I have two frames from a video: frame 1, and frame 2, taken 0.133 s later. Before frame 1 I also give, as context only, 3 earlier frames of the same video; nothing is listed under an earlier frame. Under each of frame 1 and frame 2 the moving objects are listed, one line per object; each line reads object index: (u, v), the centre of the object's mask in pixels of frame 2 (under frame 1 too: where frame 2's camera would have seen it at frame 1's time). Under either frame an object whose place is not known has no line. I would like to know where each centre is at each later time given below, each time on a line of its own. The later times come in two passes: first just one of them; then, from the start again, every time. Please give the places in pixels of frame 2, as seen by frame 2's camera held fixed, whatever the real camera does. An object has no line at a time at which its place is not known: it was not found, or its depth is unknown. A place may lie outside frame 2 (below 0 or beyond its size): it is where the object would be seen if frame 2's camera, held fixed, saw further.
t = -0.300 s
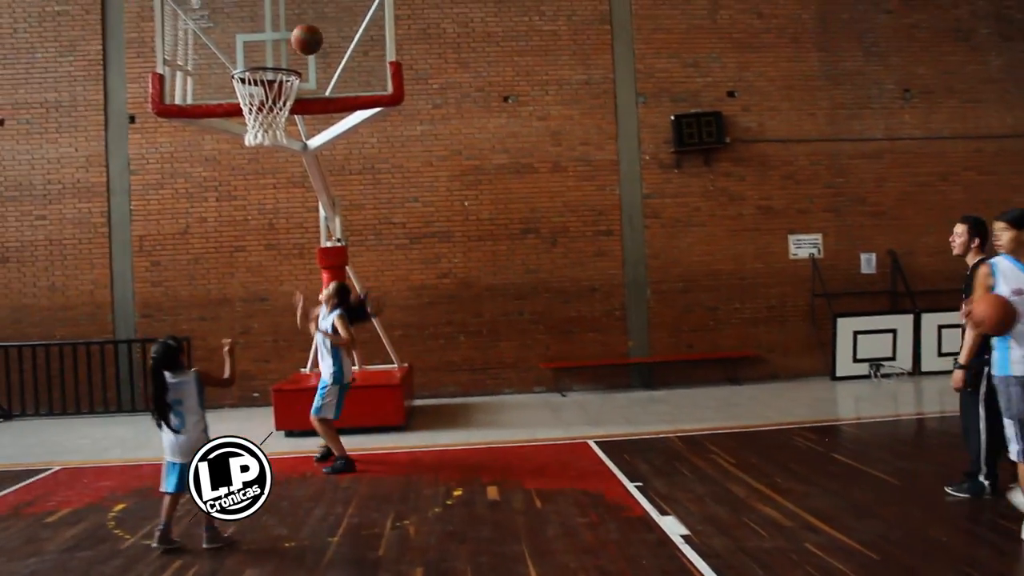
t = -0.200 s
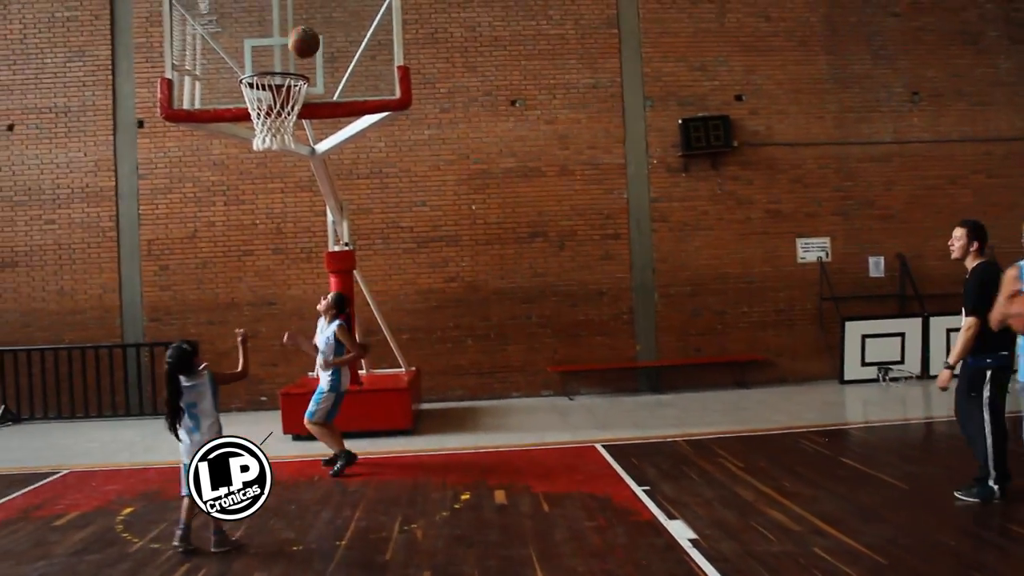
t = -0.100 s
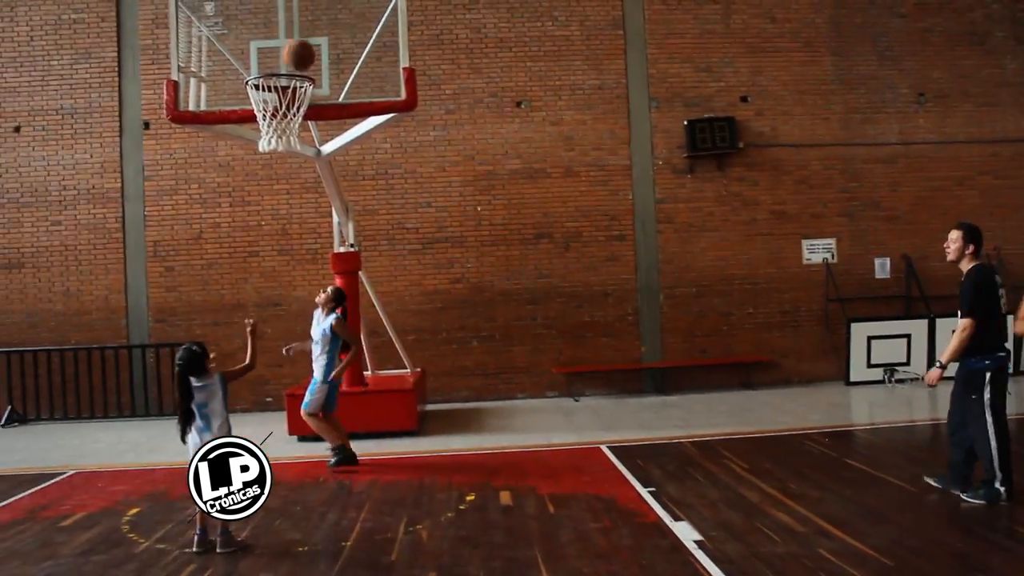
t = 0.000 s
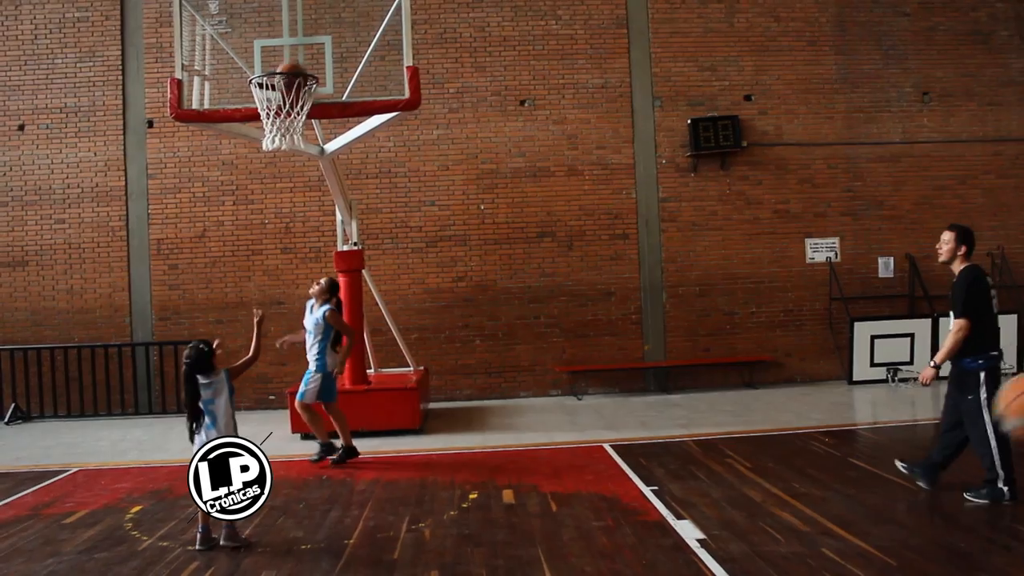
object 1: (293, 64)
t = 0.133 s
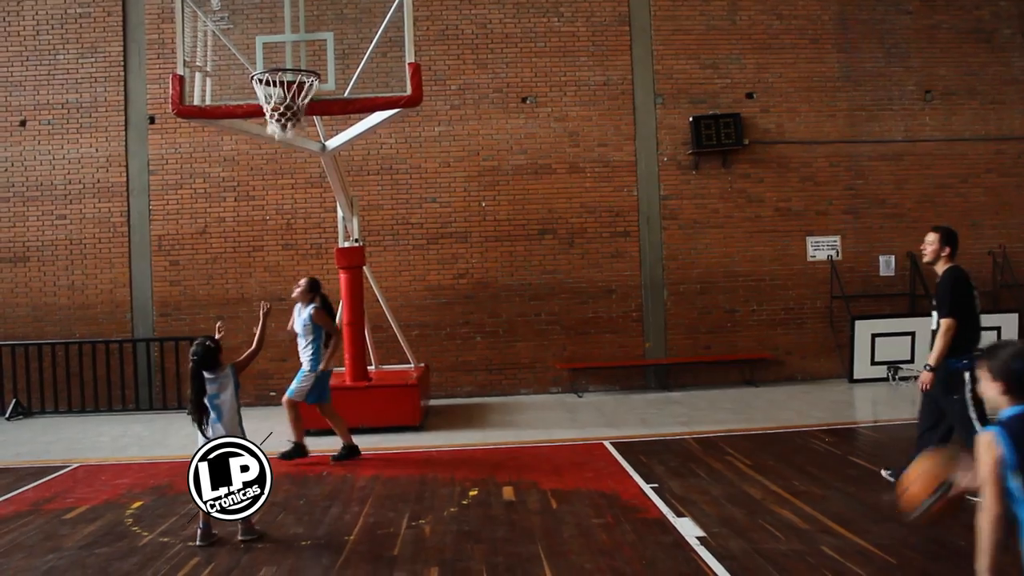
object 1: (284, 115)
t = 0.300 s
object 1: (280, 157)
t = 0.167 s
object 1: (285, 128)
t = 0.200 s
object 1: (283, 133)
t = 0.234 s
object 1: (282, 140)
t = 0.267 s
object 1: (281, 148)
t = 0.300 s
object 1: (280, 157)
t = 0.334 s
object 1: (280, 171)
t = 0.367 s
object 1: (279, 186)
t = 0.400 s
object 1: (278, 202)
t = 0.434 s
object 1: (277, 220)
